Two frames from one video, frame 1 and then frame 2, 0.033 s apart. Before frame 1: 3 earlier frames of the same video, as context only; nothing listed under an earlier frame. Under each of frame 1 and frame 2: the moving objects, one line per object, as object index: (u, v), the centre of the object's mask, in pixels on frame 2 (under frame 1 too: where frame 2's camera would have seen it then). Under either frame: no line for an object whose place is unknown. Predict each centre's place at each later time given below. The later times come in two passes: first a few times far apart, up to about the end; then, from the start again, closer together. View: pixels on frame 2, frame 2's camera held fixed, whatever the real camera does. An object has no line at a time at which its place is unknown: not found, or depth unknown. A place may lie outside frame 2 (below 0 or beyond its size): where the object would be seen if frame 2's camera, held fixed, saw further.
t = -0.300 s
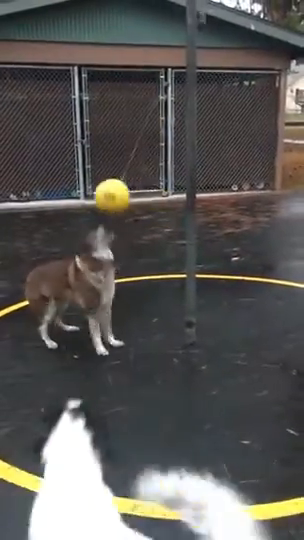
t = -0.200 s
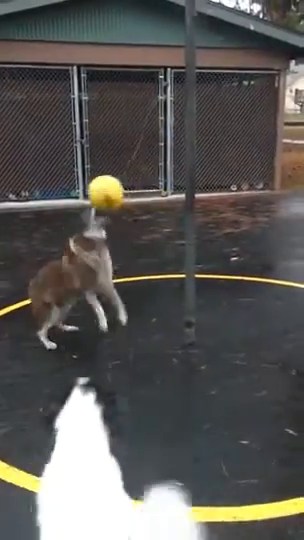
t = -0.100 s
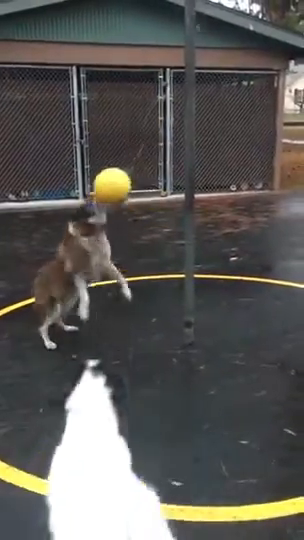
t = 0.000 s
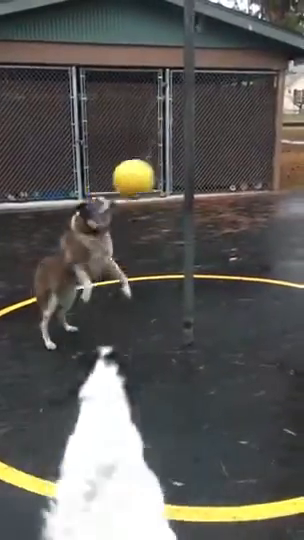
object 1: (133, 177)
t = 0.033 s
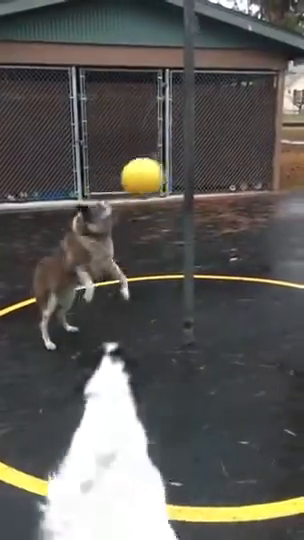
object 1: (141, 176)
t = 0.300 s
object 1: (245, 157)
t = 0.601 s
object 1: (304, 179)
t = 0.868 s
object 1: (270, 190)
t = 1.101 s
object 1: (215, 184)
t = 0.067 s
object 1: (153, 174)
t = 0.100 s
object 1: (165, 173)
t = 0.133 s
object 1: (178, 170)
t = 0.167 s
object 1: (192, 167)
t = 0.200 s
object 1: (205, 164)
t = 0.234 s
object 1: (219, 162)
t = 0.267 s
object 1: (232, 159)
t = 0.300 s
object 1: (245, 157)
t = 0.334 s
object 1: (257, 158)
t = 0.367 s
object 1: (268, 158)
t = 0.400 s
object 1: (278, 158)
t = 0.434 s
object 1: (286, 160)
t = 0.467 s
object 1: (293, 162)
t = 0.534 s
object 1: (300, 171)
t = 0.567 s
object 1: (302, 174)
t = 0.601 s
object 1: (304, 179)
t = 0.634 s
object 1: (305, 183)
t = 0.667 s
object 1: (304, 186)
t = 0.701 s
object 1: (302, 189)
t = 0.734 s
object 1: (298, 191)
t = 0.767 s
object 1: (292, 193)
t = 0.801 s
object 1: (286, 193)
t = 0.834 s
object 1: (278, 193)
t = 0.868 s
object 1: (270, 190)
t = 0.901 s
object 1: (262, 190)
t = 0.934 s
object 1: (253, 189)
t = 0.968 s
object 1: (245, 187)
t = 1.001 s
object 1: (236, 185)
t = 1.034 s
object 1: (230, 186)
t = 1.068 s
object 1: (221, 185)
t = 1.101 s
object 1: (215, 184)
